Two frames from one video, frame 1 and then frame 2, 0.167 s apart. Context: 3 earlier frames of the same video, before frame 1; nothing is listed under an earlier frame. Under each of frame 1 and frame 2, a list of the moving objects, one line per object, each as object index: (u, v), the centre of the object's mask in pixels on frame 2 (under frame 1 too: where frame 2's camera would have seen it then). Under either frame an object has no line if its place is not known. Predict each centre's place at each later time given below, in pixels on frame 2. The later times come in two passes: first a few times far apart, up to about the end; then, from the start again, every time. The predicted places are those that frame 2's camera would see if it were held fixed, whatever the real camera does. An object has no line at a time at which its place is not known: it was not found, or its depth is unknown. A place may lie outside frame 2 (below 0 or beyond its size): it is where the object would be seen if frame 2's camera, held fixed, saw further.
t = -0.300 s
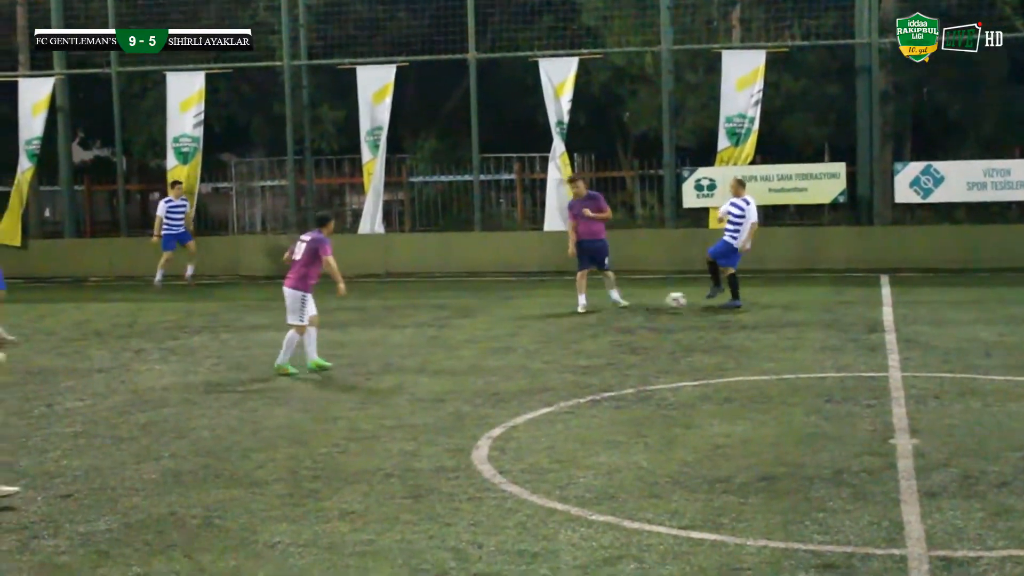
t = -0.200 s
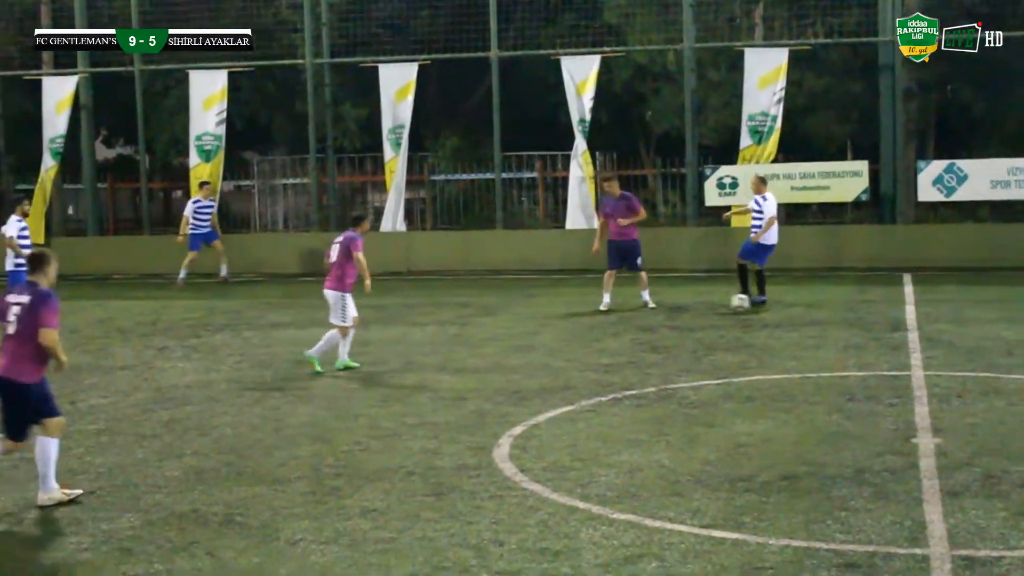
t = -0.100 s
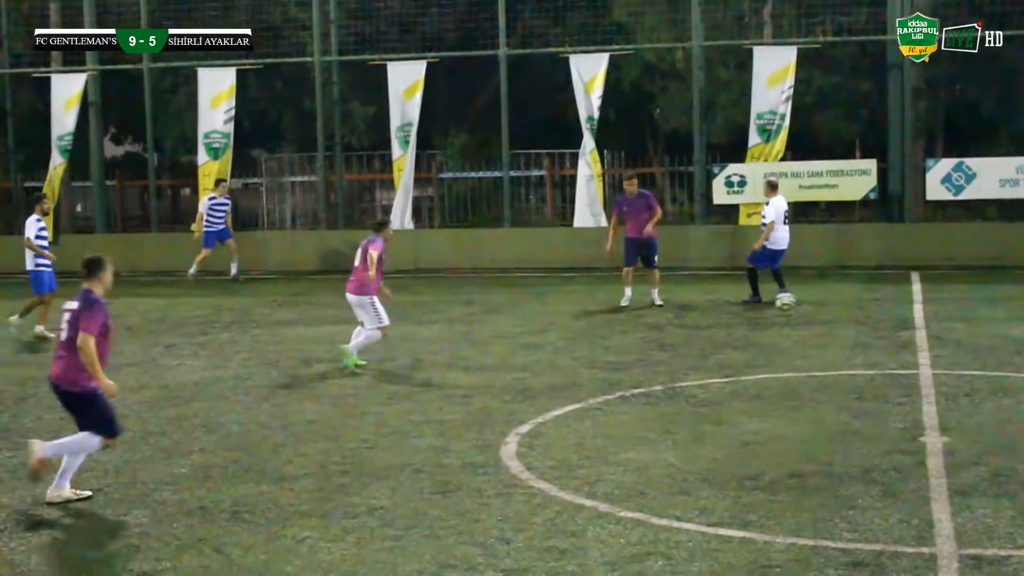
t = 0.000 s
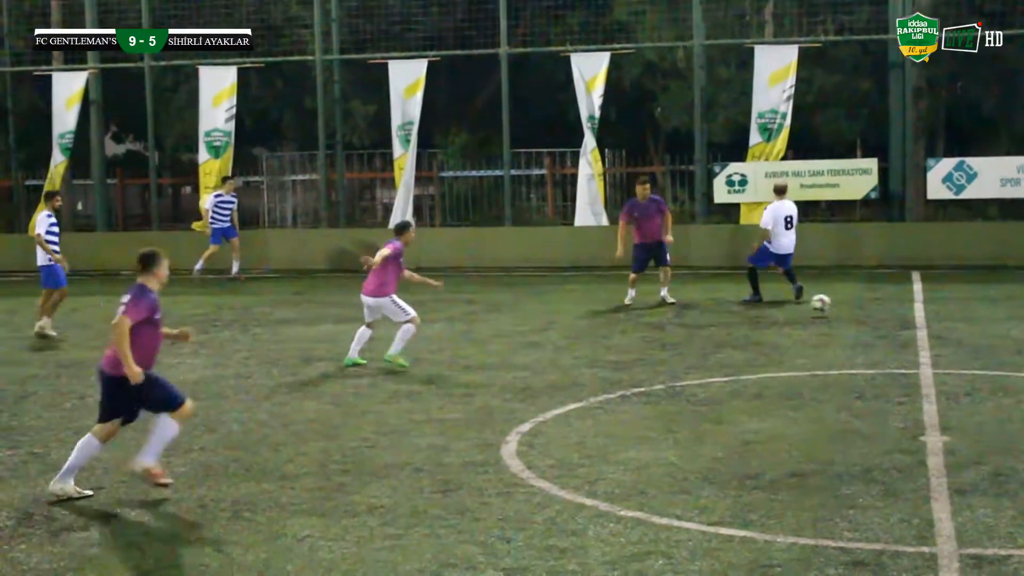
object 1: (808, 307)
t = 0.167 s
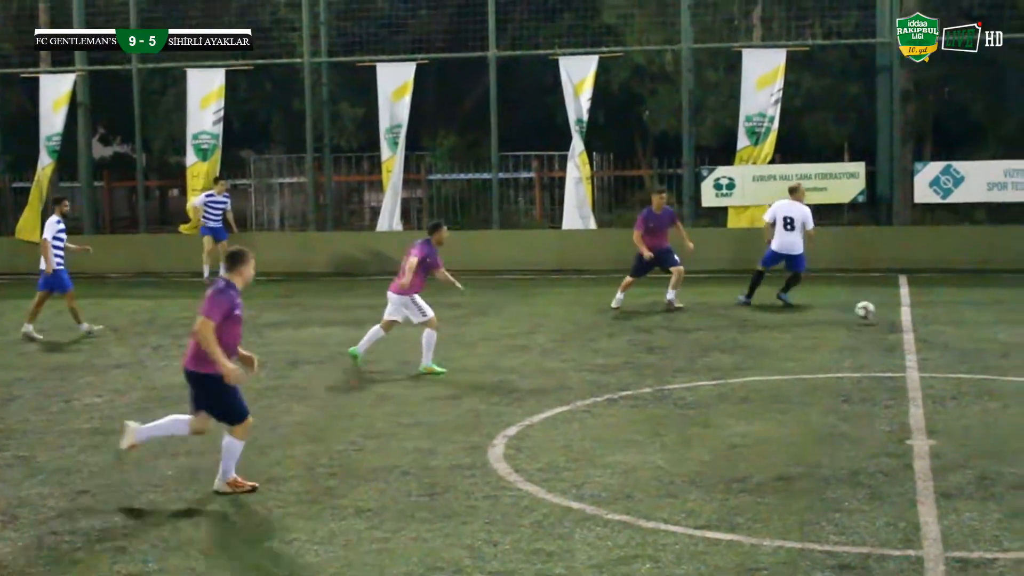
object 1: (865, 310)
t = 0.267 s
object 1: (899, 316)
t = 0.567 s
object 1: (1007, 326)
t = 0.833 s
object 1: (1112, 332)
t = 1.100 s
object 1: (1224, 339)
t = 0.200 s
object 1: (876, 312)
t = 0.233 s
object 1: (887, 315)
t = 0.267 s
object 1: (899, 316)
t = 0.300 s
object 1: (910, 317)
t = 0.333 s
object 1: (921, 316)
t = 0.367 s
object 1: (933, 317)
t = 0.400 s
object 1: (944, 319)
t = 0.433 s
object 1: (957, 322)
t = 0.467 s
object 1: (969, 322)
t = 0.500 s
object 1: (982, 322)
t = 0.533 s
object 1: (994, 324)
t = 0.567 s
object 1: (1007, 326)
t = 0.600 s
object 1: (1019, 327)
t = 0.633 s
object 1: (1033, 327)
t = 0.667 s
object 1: (1046, 328)
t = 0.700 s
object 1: (1059, 330)
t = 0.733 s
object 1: (1072, 331)
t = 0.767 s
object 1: (1085, 331)
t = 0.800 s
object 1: (1098, 332)
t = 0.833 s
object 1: (1112, 332)
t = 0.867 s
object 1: (1125, 332)
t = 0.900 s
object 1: (1140, 334)
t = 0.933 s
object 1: (1152, 334)
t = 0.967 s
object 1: (1166, 336)
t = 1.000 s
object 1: (1180, 336)
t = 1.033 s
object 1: (1194, 337)
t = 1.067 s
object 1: (1209, 338)
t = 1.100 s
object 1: (1224, 339)
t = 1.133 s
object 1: (1239, 341)
